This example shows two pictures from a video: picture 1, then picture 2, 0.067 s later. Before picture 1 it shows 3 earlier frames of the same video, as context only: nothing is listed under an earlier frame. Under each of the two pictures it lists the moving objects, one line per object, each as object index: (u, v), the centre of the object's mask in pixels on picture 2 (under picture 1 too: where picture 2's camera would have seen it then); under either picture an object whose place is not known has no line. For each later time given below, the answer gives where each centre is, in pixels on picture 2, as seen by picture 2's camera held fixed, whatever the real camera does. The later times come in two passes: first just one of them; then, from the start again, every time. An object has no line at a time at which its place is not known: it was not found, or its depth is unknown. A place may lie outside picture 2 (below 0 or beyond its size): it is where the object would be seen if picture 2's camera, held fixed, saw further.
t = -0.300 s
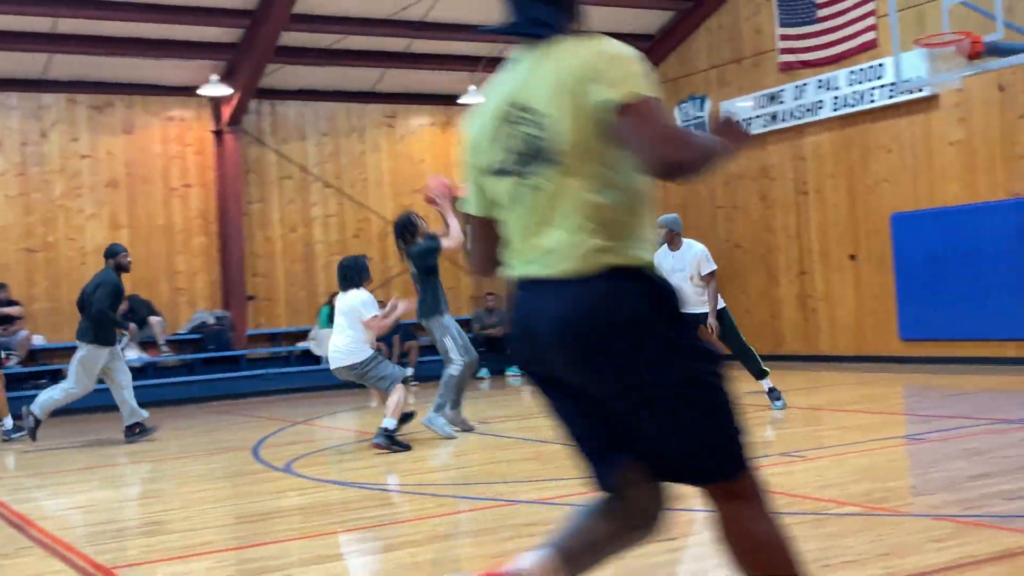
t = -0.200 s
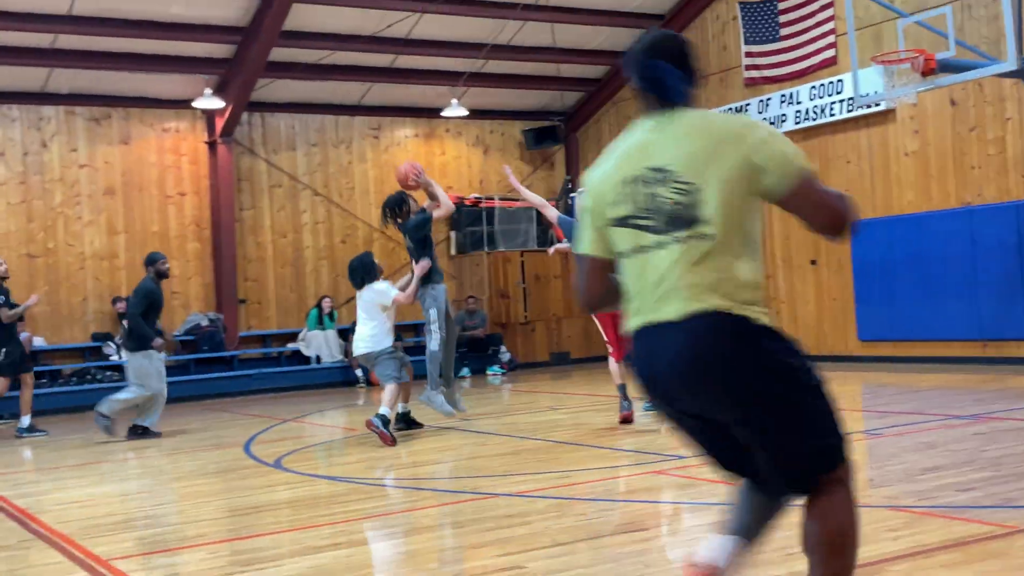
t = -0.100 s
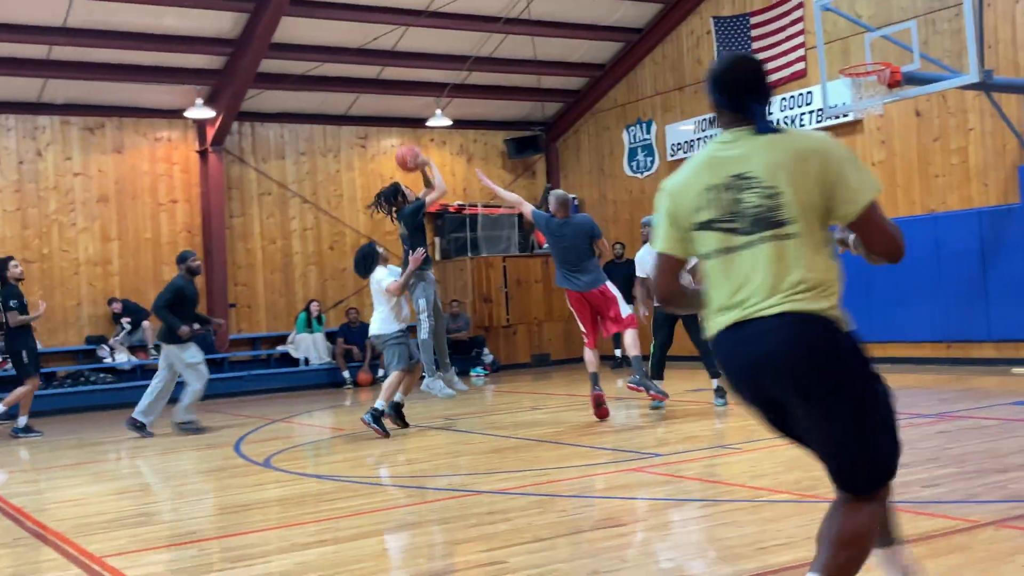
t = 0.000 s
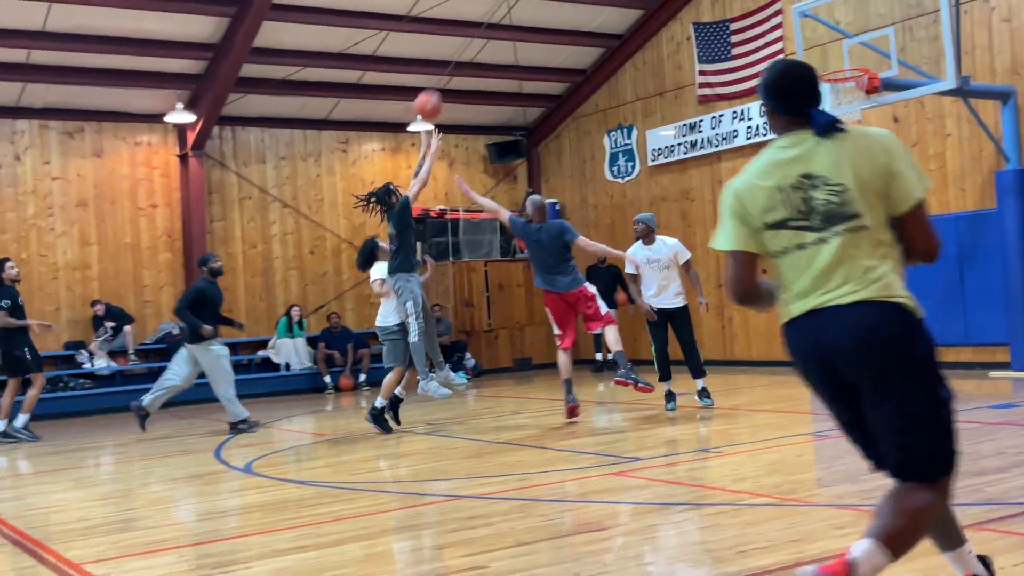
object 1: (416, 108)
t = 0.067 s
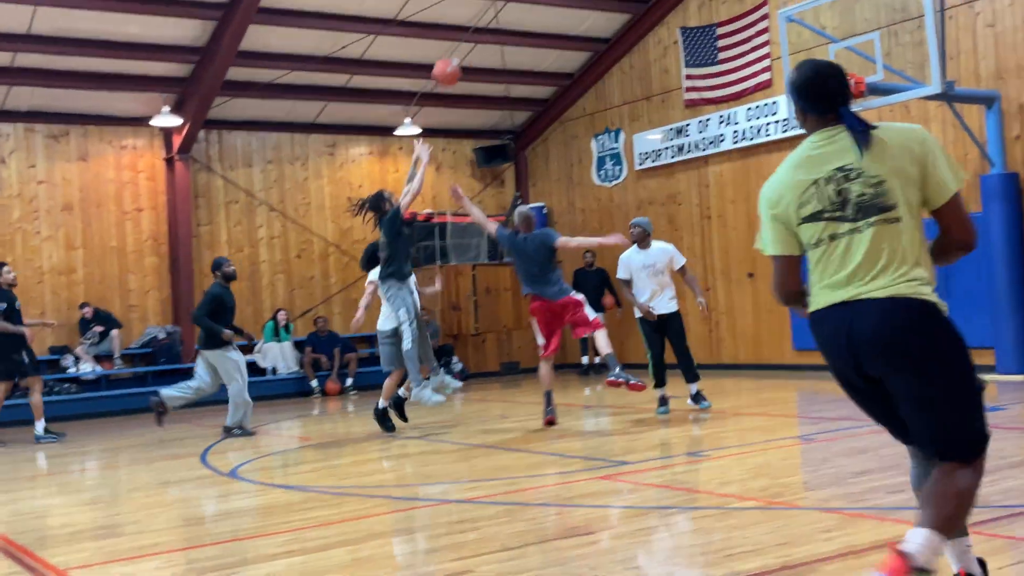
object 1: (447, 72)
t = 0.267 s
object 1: (540, -7)
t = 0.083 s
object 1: (454, 63)
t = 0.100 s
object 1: (463, 55)
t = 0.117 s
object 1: (470, 47)
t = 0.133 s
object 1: (478, 39)
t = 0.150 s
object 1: (486, 33)
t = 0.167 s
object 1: (494, 27)
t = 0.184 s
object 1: (502, 20)
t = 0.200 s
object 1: (509, 13)
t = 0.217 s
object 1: (518, 7)
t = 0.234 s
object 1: (525, 2)
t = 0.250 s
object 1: (533, -3)
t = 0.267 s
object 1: (540, -7)
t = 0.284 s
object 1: (548, -10)
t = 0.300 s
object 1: (556, -12)
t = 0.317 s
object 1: (564, -14)
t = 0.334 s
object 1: (571, -16)
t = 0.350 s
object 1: (579, -18)
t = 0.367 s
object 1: (587, -20)
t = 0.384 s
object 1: (594, -21)
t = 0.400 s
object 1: (602, -22)
